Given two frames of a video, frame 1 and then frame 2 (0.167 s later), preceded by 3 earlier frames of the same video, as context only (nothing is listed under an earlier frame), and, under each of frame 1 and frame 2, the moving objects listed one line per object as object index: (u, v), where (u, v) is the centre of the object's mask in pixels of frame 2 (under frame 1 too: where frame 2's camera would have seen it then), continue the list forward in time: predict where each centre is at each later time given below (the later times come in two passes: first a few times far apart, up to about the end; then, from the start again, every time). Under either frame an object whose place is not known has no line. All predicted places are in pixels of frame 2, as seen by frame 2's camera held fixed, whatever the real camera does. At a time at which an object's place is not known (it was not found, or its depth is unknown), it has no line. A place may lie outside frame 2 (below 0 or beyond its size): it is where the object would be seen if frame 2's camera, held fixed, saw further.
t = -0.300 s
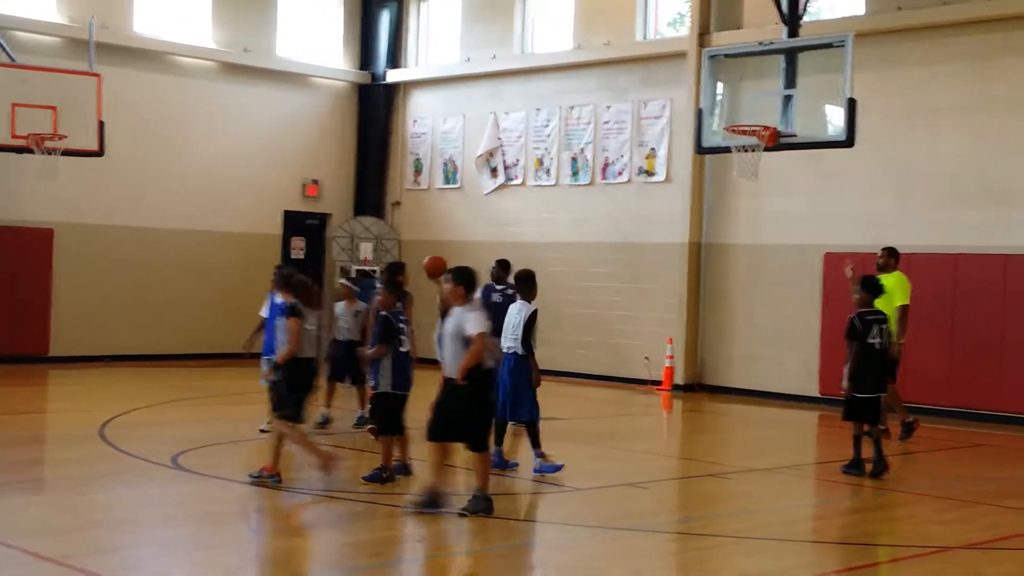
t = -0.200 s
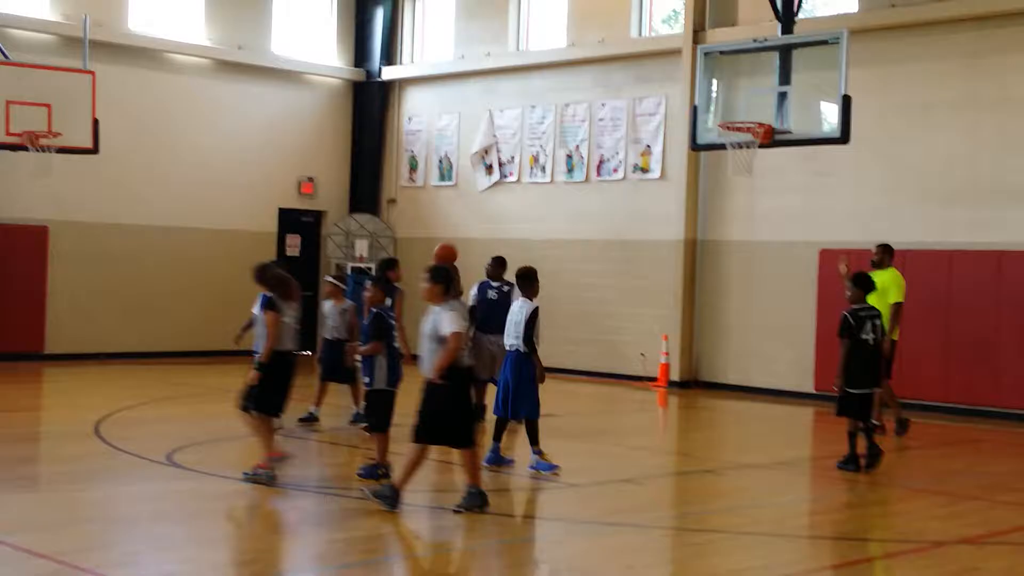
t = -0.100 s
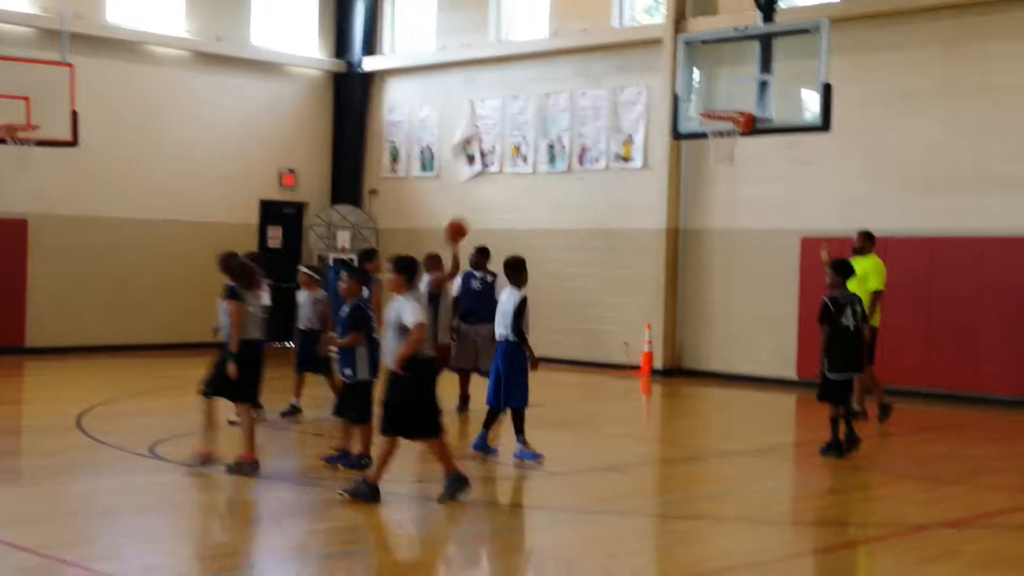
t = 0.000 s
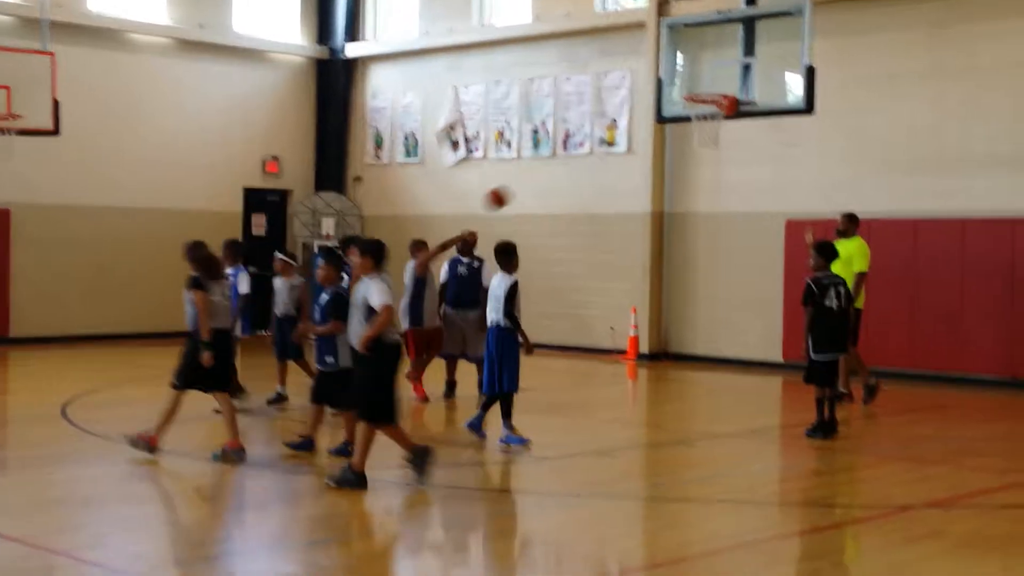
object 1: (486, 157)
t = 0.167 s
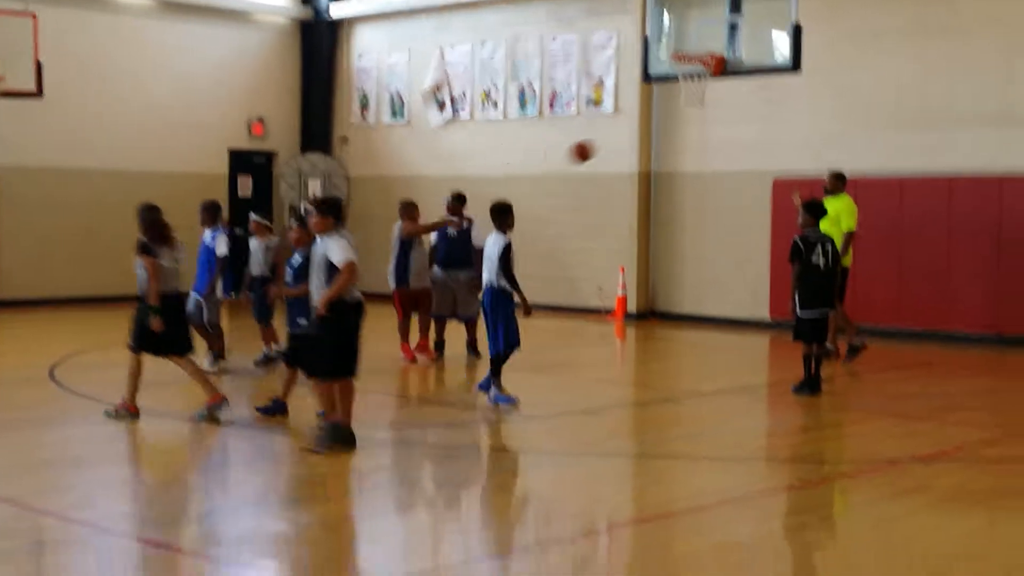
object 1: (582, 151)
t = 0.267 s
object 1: (639, 160)
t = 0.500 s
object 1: (761, 216)
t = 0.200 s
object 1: (600, 153)
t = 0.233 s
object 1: (619, 156)
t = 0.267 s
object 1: (639, 160)
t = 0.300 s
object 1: (657, 167)
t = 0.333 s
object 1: (675, 172)
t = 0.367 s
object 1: (693, 179)
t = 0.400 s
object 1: (710, 187)
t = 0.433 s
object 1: (728, 196)
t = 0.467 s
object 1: (745, 206)
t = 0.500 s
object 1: (761, 216)
